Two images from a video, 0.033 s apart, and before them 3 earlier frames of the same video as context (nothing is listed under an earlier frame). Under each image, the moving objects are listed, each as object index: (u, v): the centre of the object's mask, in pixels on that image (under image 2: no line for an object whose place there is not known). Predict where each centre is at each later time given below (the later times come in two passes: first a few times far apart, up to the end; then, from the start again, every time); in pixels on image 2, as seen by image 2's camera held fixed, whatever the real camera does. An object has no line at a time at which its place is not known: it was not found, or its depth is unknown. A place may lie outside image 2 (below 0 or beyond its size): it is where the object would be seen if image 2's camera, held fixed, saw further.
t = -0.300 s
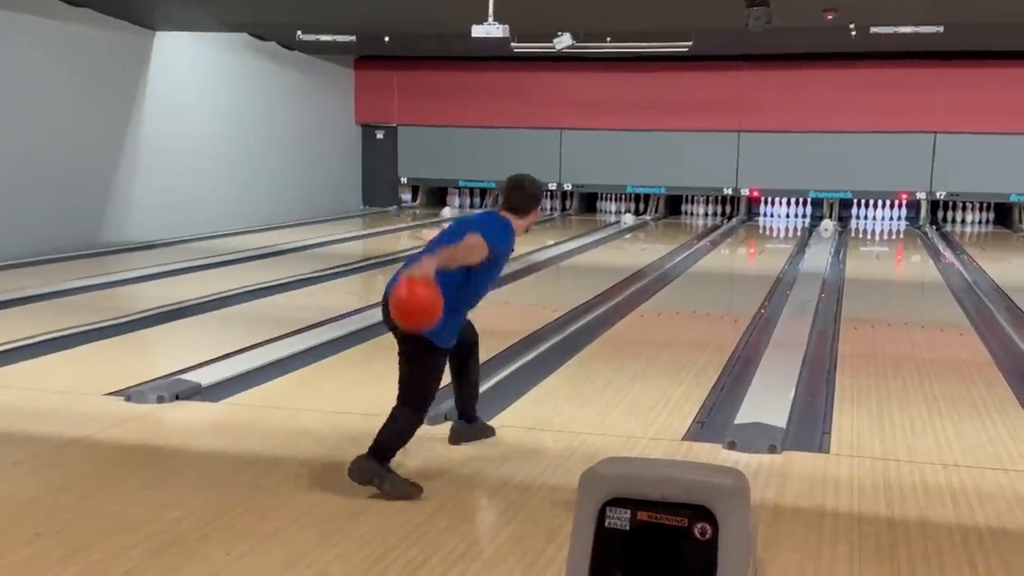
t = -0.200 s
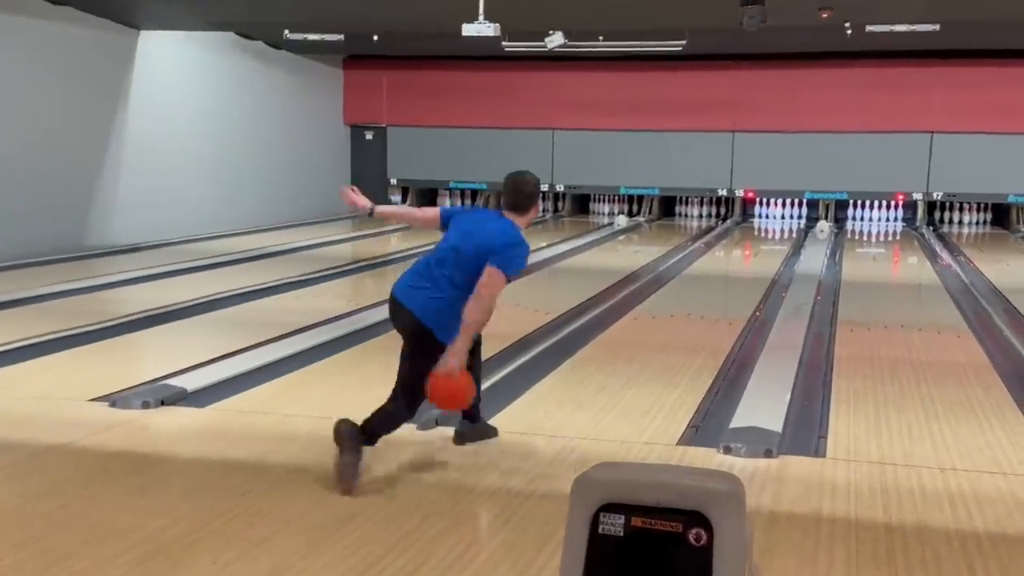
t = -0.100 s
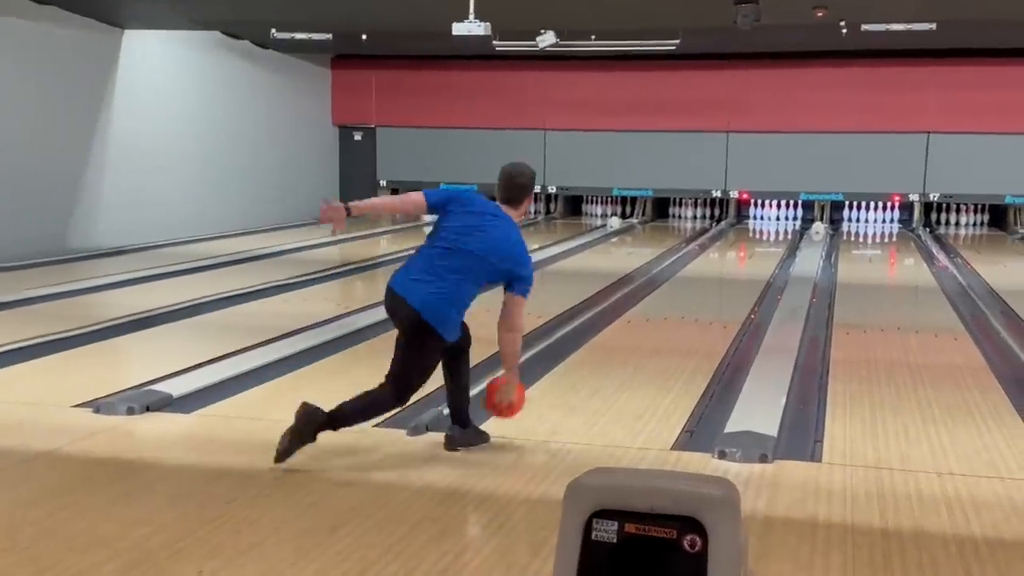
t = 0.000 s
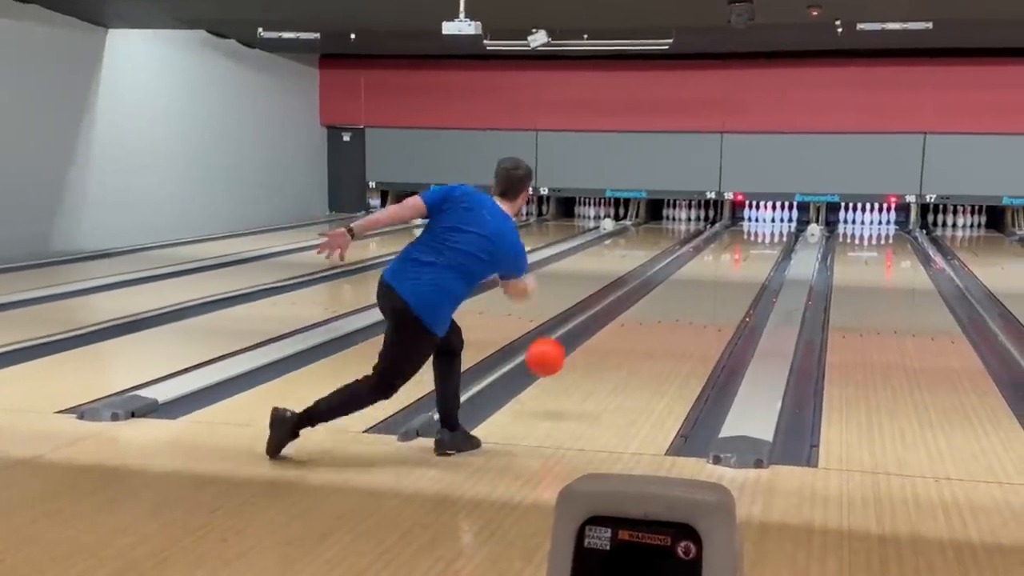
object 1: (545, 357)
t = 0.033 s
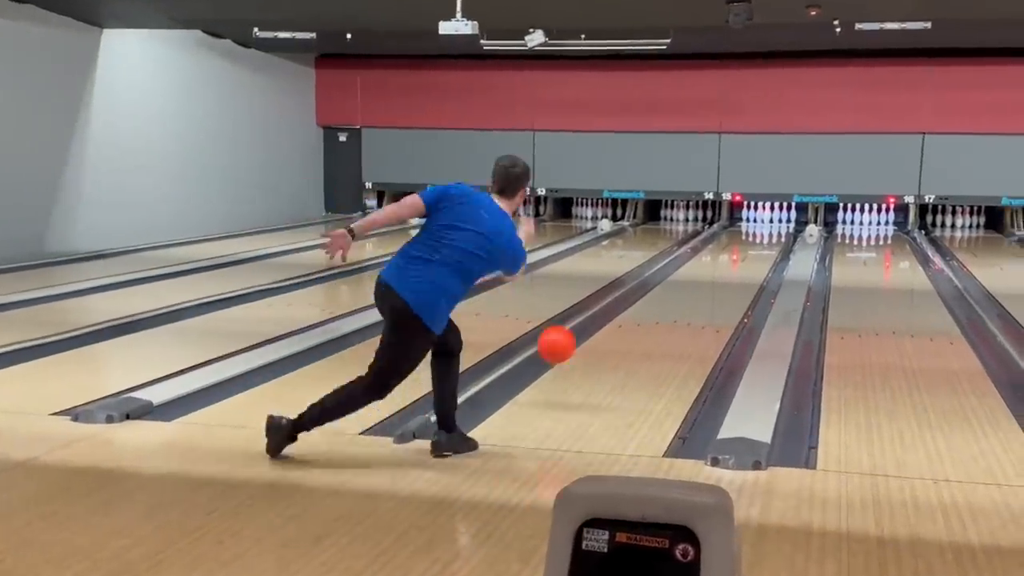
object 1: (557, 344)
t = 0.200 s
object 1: (611, 311)
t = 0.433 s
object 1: (662, 320)
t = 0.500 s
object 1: (674, 313)
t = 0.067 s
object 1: (570, 333)
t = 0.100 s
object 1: (581, 324)
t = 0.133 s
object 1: (591, 319)
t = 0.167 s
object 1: (601, 314)
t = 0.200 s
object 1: (611, 311)
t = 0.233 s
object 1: (620, 311)
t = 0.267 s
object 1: (628, 312)
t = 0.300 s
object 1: (636, 314)
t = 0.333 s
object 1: (643, 318)
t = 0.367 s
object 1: (650, 323)
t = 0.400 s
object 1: (656, 326)
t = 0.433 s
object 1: (662, 320)
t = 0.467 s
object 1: (668, 316)
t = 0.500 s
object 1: (674, 313)
